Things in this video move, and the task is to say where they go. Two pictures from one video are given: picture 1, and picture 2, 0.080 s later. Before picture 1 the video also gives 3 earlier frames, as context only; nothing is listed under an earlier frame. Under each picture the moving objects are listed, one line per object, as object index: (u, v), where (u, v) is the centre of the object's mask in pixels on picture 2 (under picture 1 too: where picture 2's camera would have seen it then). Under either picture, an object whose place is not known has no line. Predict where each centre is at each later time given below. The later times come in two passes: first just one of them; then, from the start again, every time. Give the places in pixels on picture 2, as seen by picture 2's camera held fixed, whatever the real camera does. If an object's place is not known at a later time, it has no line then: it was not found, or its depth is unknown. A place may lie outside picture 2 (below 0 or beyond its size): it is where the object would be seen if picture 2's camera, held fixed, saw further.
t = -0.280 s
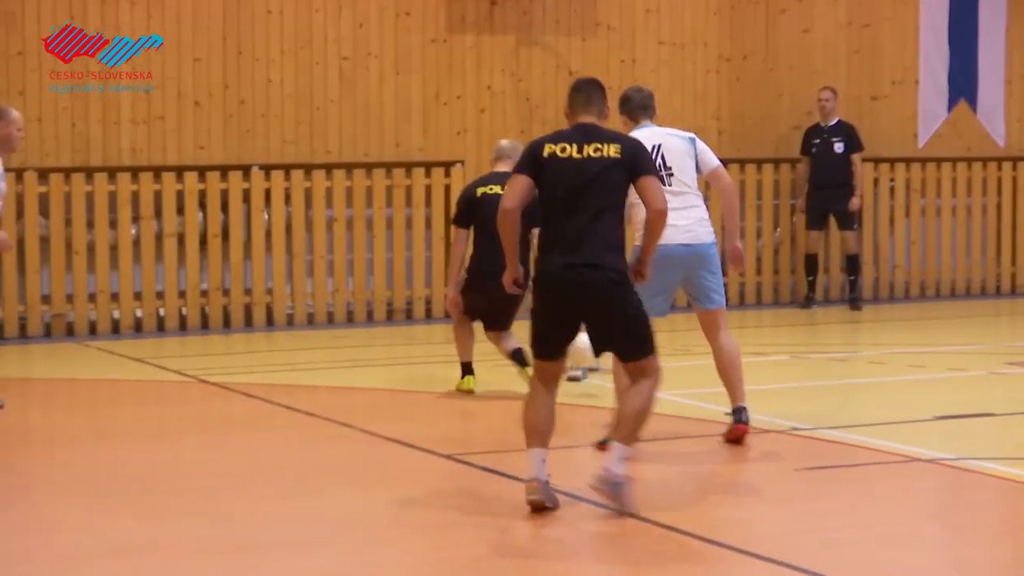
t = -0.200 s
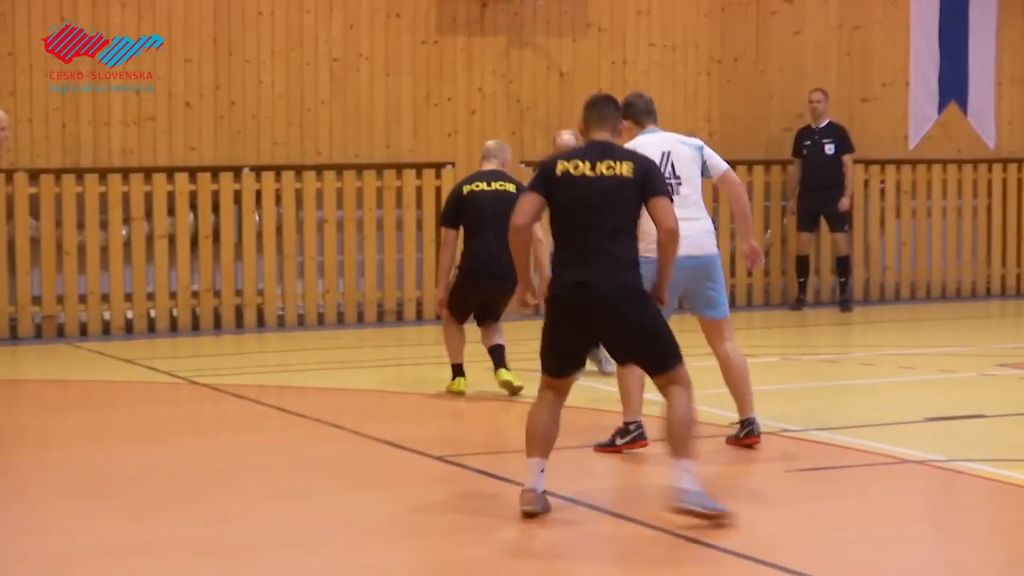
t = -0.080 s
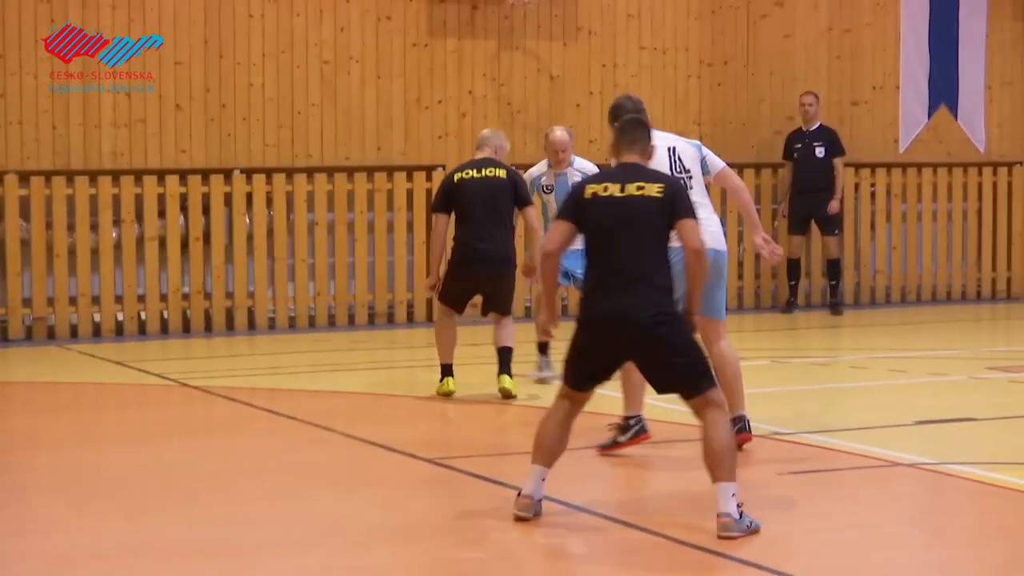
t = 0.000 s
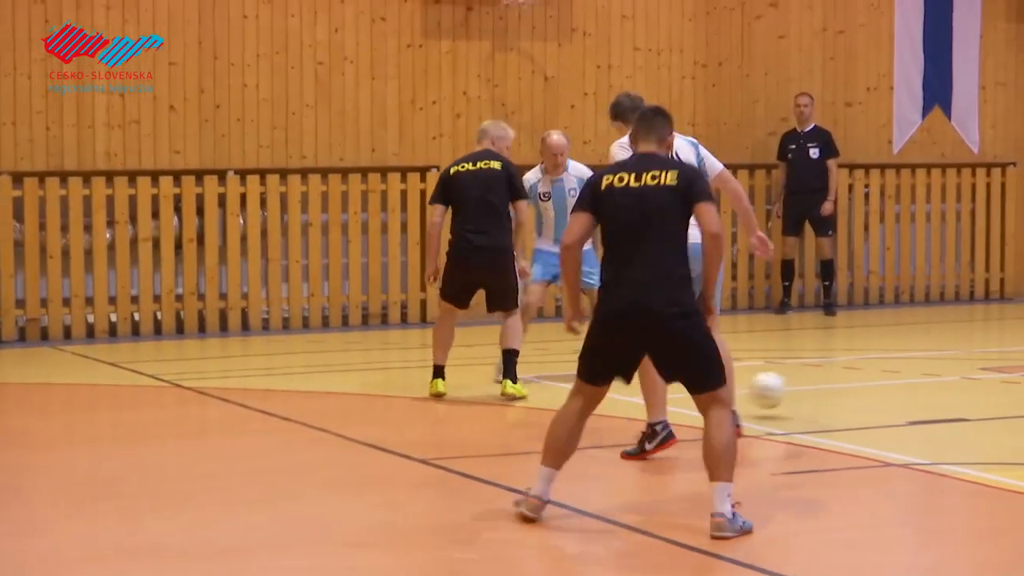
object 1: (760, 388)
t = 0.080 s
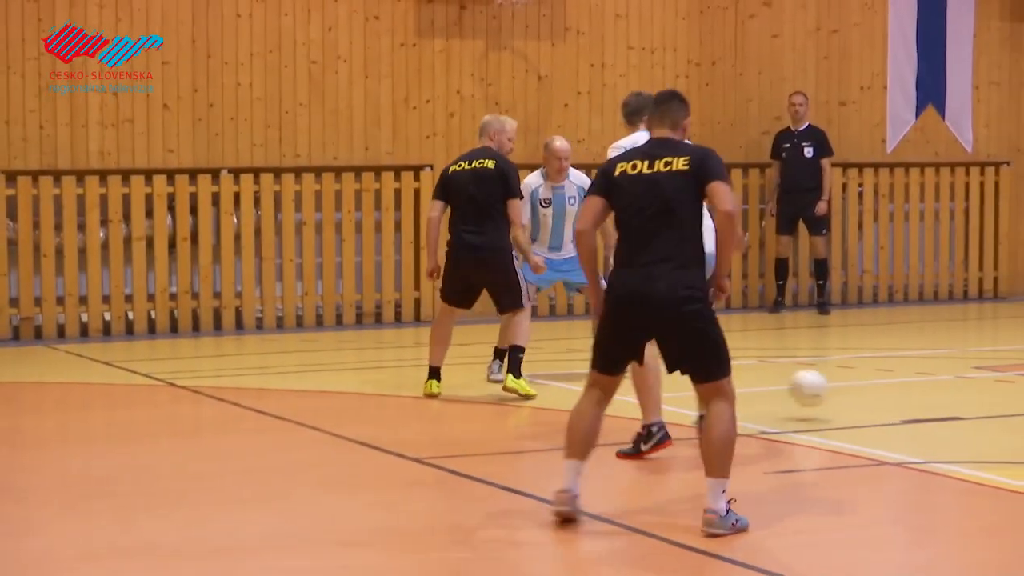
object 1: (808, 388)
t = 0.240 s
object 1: (897, 402)
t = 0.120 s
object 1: (831, 391)
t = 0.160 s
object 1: (856, 398)
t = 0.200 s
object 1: (879, 406)
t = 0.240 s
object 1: (897, 402)
